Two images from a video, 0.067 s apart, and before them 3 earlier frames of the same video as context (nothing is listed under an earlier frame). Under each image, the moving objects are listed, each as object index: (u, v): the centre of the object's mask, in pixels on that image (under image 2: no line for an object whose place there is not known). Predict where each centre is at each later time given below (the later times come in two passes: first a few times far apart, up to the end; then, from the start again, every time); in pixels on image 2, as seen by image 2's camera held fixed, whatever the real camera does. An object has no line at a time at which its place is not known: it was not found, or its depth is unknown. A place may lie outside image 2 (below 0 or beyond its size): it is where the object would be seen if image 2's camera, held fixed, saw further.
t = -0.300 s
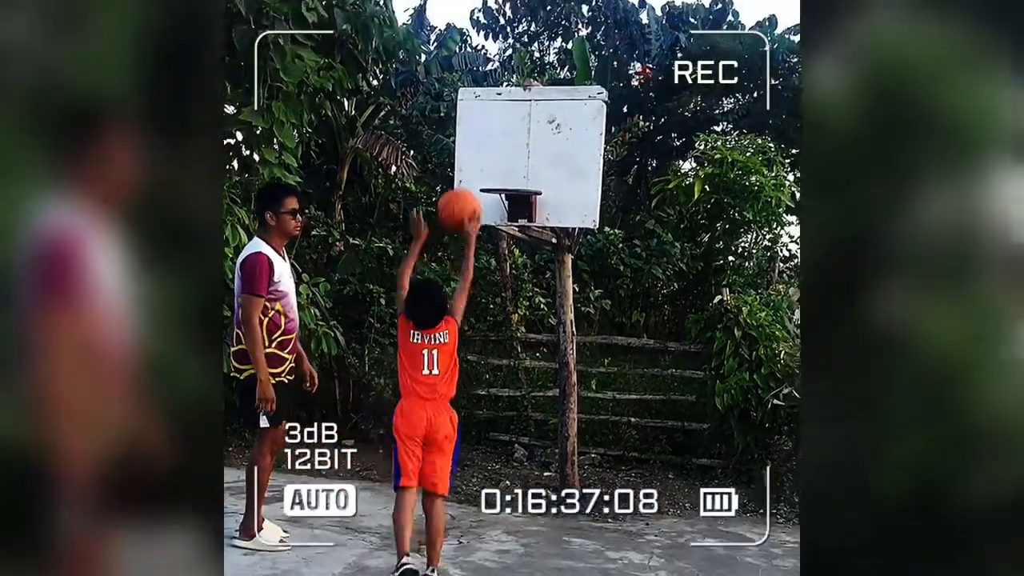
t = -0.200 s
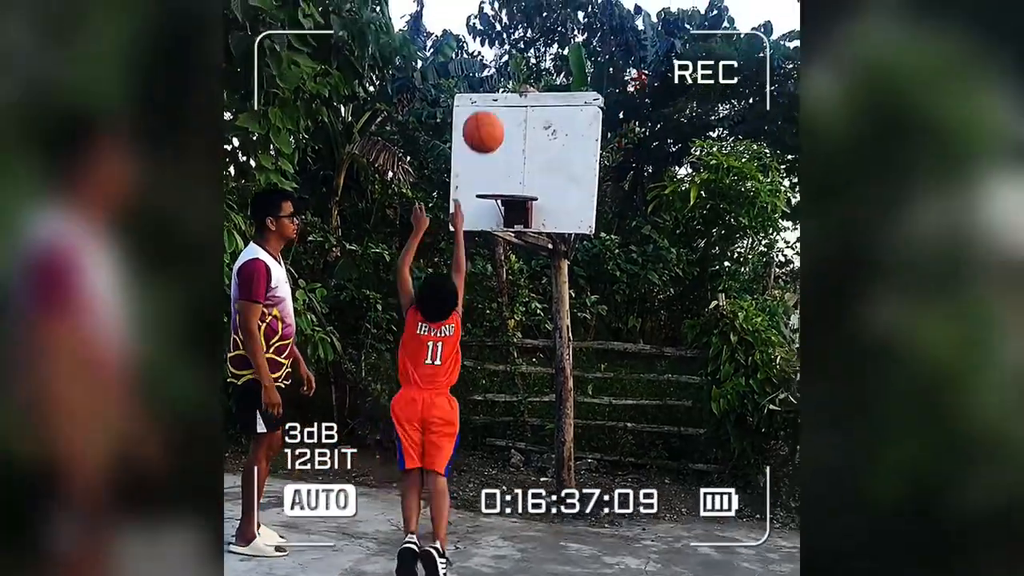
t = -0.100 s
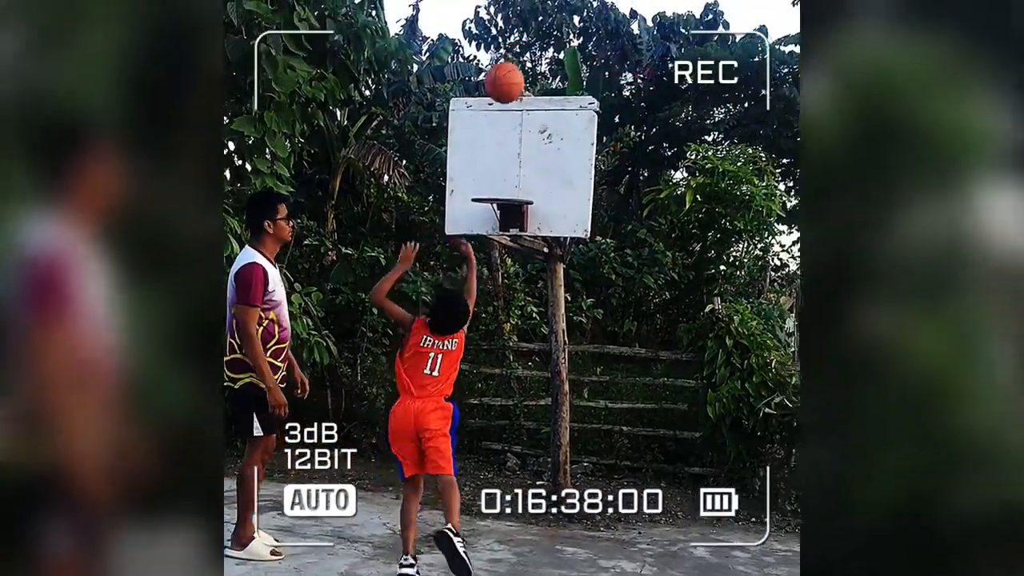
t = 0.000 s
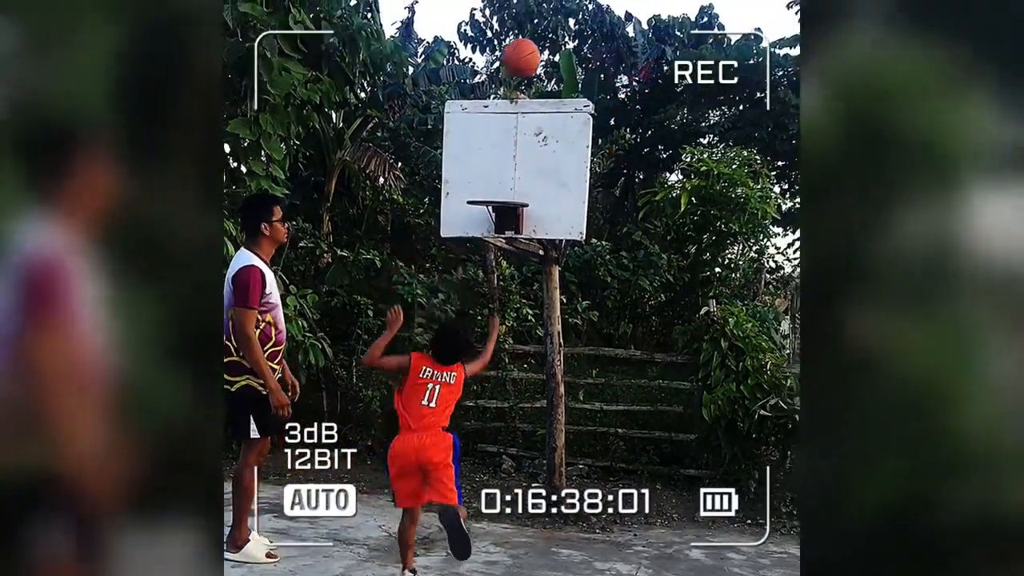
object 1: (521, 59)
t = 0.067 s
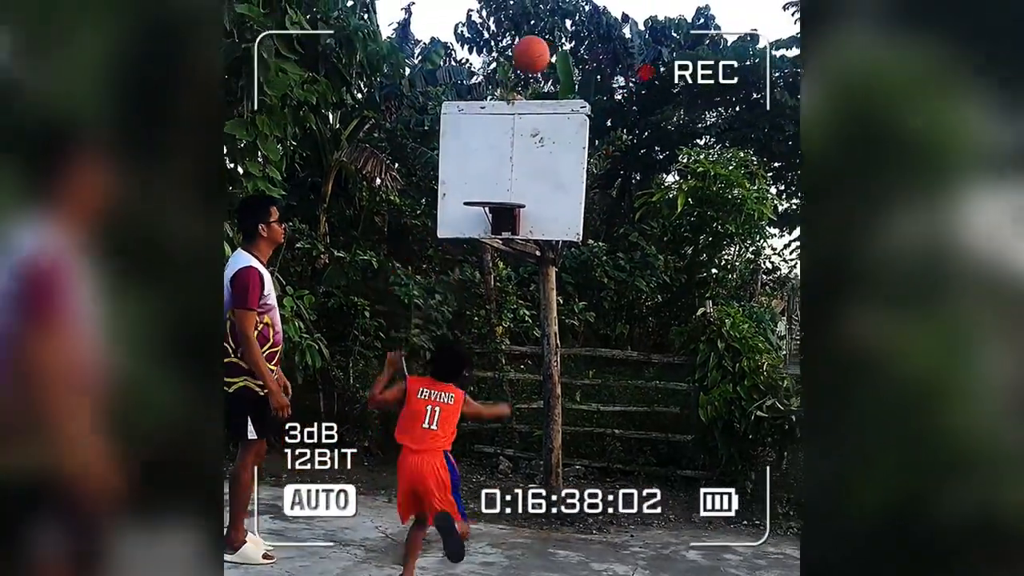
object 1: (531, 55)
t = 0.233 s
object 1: (558, 82)
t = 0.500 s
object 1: (576, 59)
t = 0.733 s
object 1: (594, 141)
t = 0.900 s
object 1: (593, 251)
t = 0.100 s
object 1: (537, 56)
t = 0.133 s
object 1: (543, 59)
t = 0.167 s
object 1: (548, 65)
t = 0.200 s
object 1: (554, 73)
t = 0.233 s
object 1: (558, 82)
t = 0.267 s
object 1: (562, 75)
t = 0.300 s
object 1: (564, 66)
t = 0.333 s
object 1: (565, 60)
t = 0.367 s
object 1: (568, 55)
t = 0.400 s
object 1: (571, 53)
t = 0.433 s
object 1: (572, 53)
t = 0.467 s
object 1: (574, 55)
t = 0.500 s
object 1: (576, 59)
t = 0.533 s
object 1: (578, 65)
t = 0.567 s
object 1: (580, 73)
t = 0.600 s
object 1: (582, 82)
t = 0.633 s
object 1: (584, 92)
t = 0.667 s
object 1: (590, 104)
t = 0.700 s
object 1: (594, 124)
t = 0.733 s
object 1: (594, 141)
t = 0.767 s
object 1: (595, 161)
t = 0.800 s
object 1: (595, 180)
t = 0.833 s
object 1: (595, 203)
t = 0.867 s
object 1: (595, 226)
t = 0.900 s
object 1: (593, 251)
